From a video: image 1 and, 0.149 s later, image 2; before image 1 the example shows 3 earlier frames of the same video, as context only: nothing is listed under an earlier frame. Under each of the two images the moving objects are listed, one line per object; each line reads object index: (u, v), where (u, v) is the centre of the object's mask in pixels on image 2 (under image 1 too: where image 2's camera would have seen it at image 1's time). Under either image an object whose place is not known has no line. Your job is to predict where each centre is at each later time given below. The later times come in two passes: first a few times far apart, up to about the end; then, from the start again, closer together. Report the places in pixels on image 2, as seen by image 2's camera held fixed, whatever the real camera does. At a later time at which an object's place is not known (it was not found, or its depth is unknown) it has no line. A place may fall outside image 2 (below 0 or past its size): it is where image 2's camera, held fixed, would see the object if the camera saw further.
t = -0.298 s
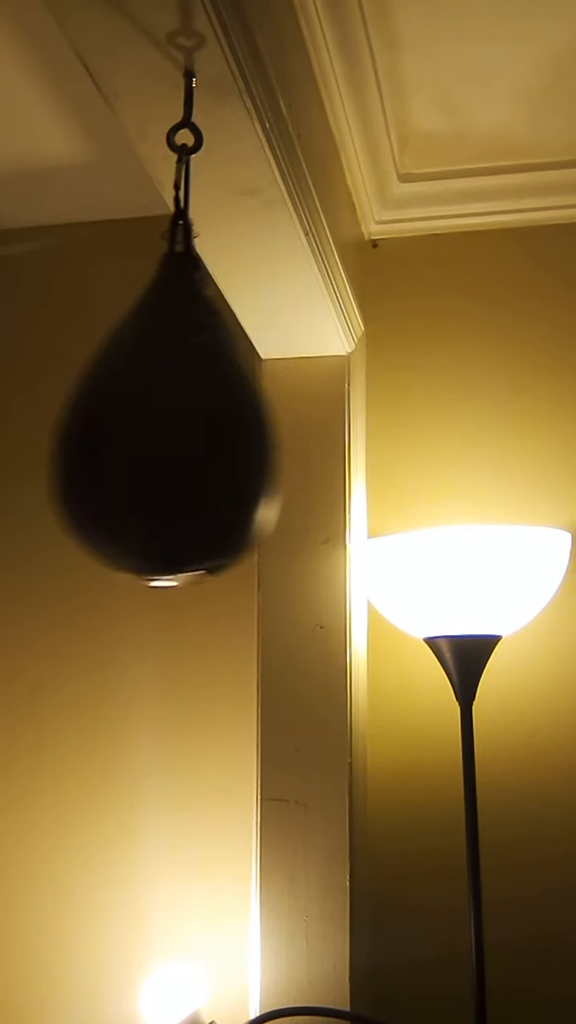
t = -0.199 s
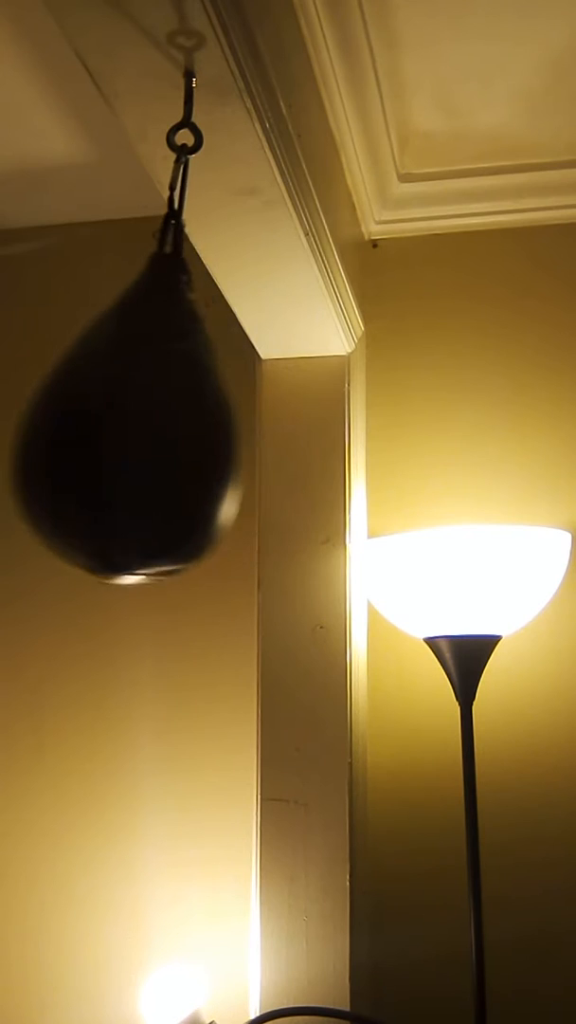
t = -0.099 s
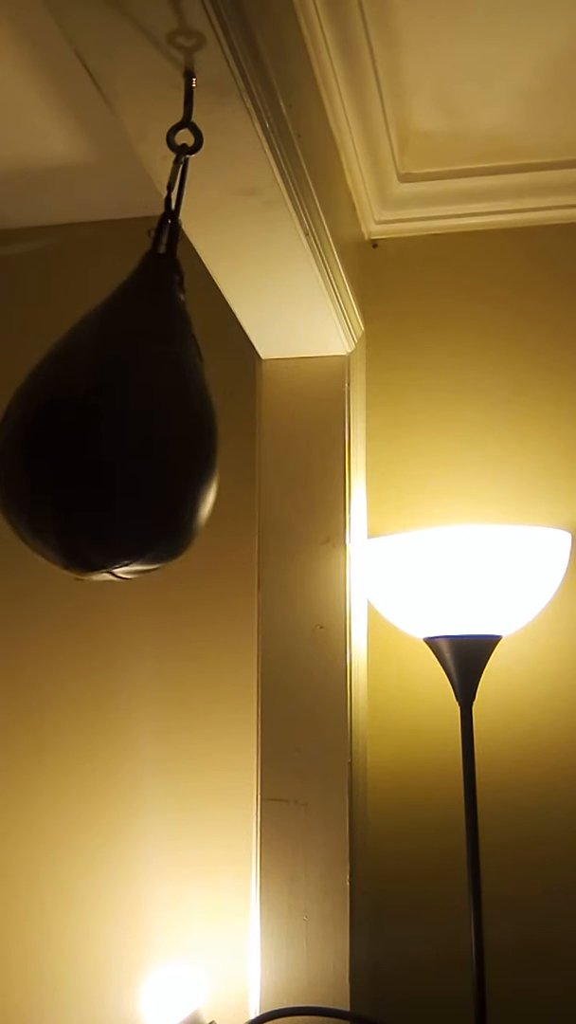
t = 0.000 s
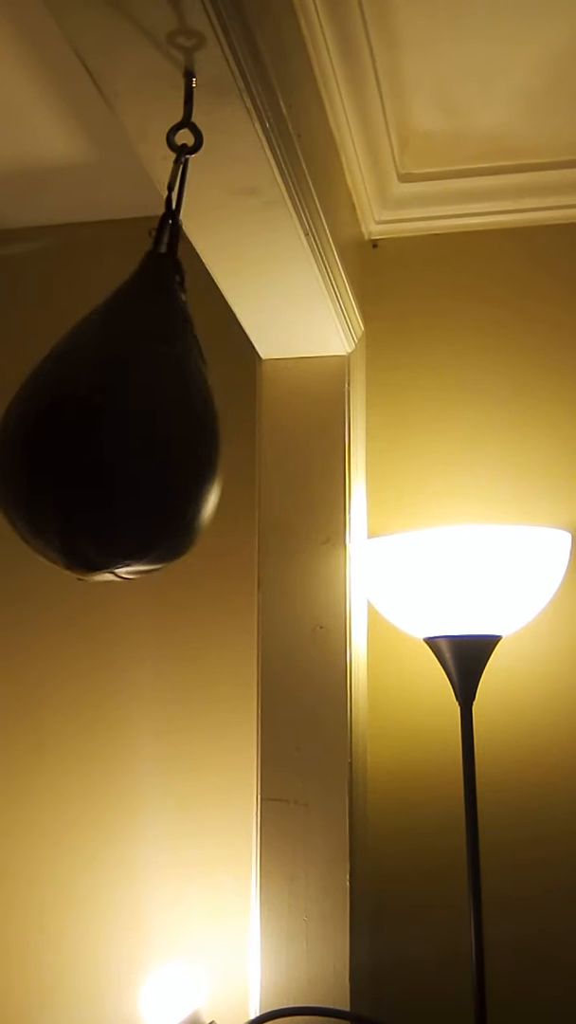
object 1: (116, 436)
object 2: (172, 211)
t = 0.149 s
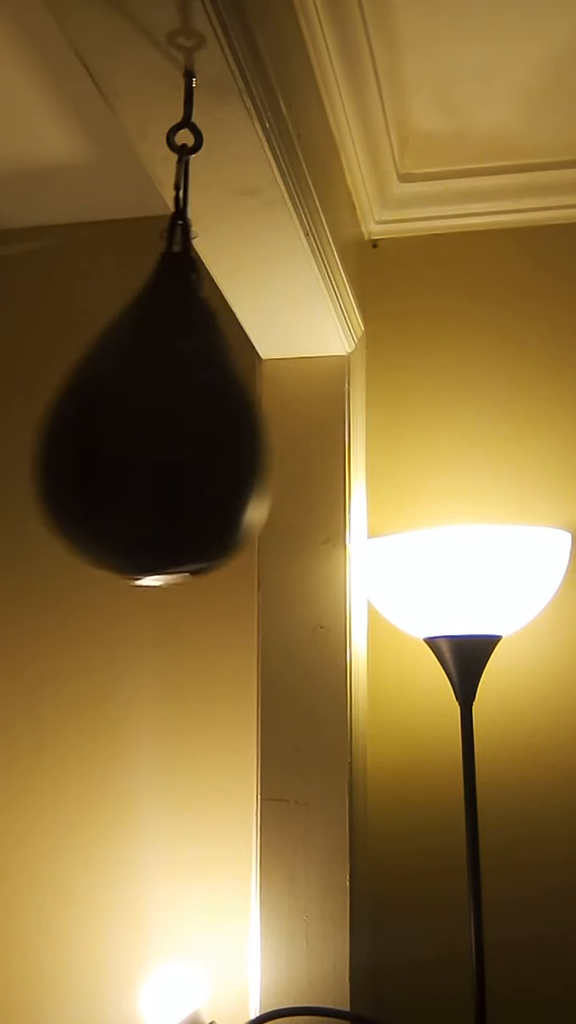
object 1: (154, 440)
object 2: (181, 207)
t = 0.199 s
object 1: (176, 438)
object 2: (184, 208)
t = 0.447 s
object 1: (248, 429)
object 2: (199, 211)
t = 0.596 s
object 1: (231, 434)
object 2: (194, 208)
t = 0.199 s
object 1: (176, 438)
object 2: (184, 208)
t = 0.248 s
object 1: (196, 439)
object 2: (188, 208)
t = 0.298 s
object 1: (215, 437)
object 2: (192, 208)
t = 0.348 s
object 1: (231, 433)
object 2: (195, 208)
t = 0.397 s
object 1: (242, 429)
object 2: (198, 209)
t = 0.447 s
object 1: (248, 429)
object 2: (199, 211)
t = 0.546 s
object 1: (242, 431)
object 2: (197, 208)
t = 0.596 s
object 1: (231, 434)
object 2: (194, 208)
